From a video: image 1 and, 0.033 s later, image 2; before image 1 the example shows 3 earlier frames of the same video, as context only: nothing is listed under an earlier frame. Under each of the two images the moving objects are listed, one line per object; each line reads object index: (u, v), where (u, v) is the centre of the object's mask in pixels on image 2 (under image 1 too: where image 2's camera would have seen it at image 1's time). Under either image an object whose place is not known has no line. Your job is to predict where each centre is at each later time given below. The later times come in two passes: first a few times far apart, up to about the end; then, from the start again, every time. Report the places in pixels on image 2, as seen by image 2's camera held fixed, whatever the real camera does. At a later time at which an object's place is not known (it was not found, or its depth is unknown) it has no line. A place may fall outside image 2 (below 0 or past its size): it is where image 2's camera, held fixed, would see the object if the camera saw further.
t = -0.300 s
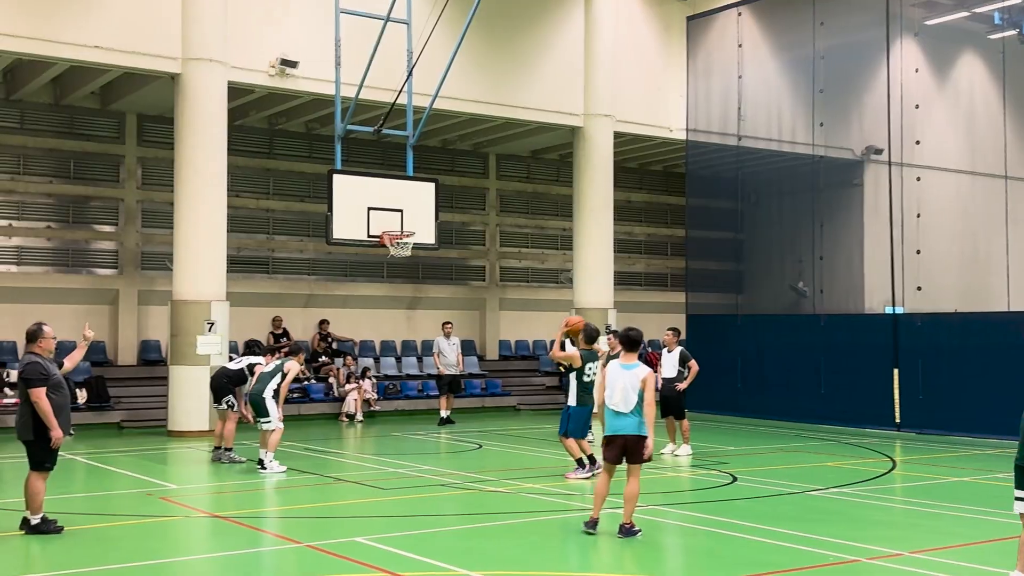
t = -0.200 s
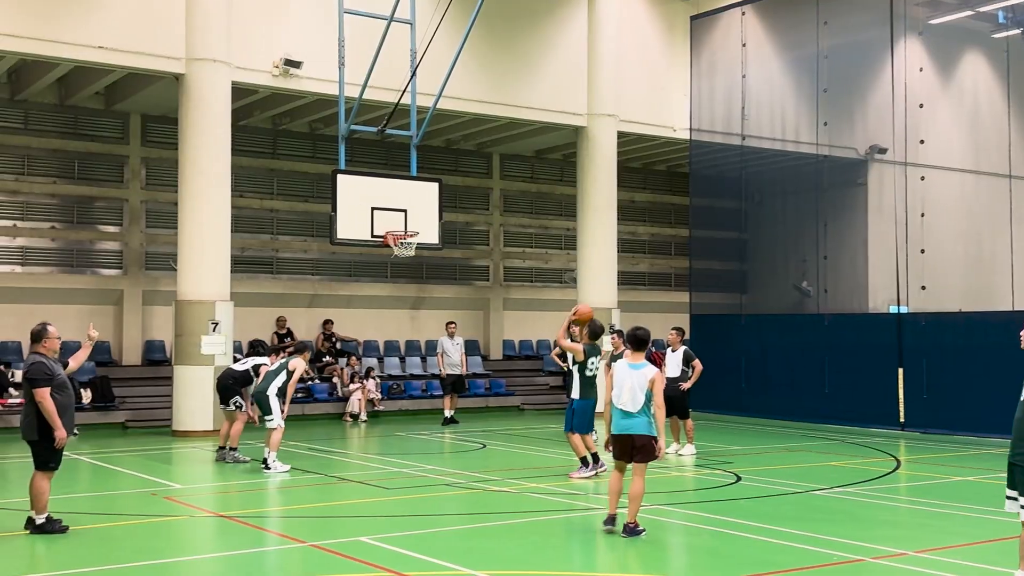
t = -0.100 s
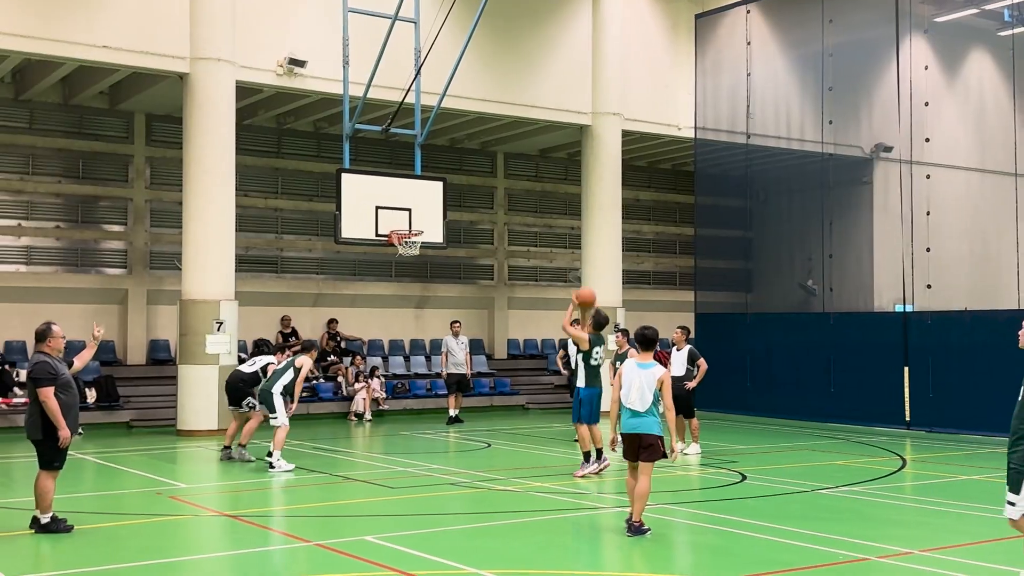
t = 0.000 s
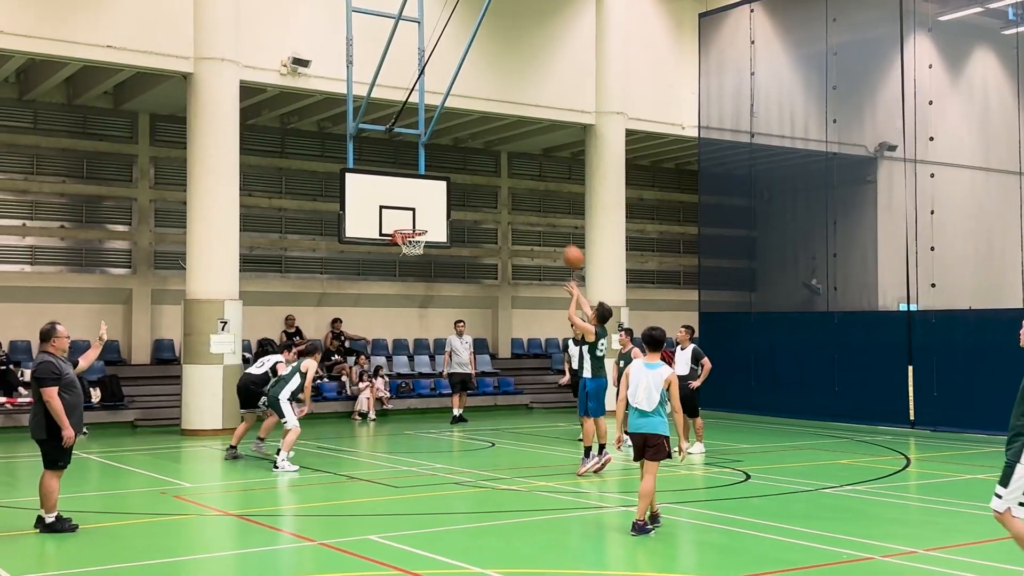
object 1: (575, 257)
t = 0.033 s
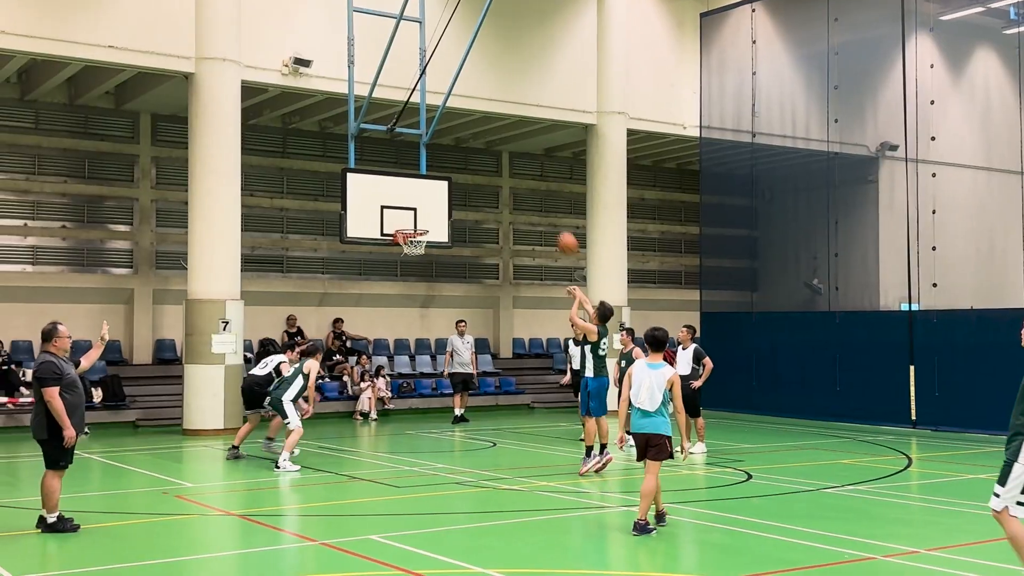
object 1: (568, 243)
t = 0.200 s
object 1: (534, 192)
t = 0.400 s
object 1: (497, 164)
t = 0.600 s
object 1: (464, 165)
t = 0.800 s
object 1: (434, 193)
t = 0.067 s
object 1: (561, 230)
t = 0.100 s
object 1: (553, 219)
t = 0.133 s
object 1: (547, 209)
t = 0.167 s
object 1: (540, 200)
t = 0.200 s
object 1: (534, 192)
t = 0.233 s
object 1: (528, 185)
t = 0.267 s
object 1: (521, 178)
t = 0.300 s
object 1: (515, 173)
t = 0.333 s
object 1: (511, 169)
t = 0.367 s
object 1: (503, 165)
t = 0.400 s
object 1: (497, 164)
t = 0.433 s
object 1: (491, 162)
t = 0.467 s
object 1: (486, 161)
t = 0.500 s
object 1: (480, 161)
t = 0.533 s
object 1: (474, 162)
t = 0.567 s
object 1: (469, 163)
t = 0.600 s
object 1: (464, 165)
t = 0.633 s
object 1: (459, 168)
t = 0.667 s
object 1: (454, 172)
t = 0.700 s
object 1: (449, 176)
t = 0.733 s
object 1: (444, 181)
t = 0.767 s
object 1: (439, 186)
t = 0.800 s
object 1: (434, 193)
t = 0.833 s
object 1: (429, 200)
